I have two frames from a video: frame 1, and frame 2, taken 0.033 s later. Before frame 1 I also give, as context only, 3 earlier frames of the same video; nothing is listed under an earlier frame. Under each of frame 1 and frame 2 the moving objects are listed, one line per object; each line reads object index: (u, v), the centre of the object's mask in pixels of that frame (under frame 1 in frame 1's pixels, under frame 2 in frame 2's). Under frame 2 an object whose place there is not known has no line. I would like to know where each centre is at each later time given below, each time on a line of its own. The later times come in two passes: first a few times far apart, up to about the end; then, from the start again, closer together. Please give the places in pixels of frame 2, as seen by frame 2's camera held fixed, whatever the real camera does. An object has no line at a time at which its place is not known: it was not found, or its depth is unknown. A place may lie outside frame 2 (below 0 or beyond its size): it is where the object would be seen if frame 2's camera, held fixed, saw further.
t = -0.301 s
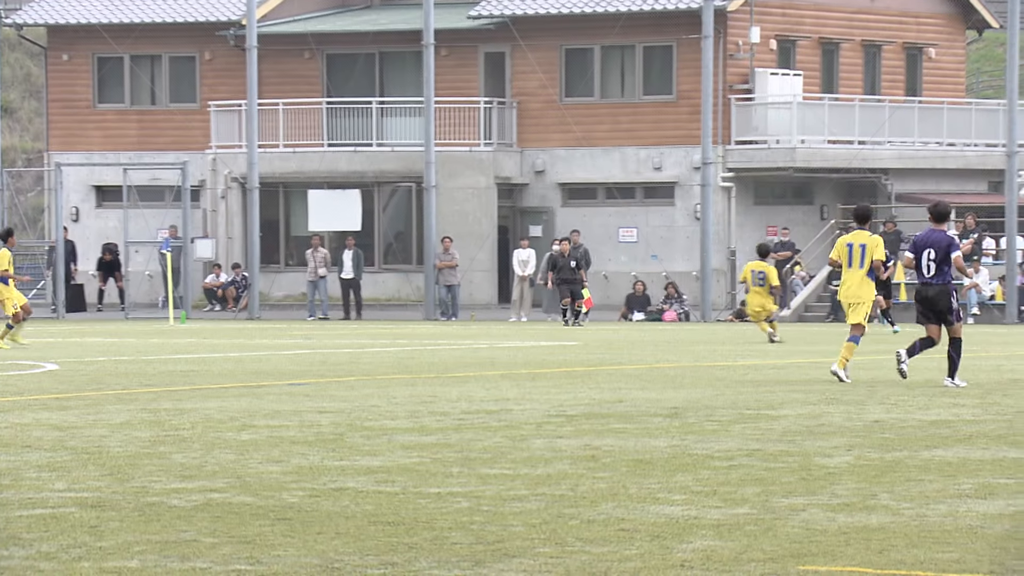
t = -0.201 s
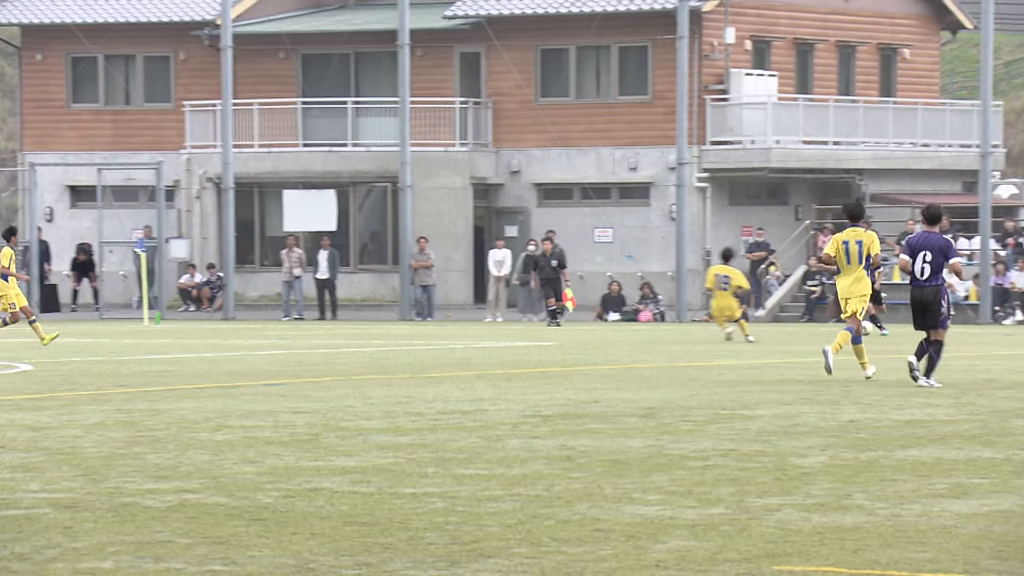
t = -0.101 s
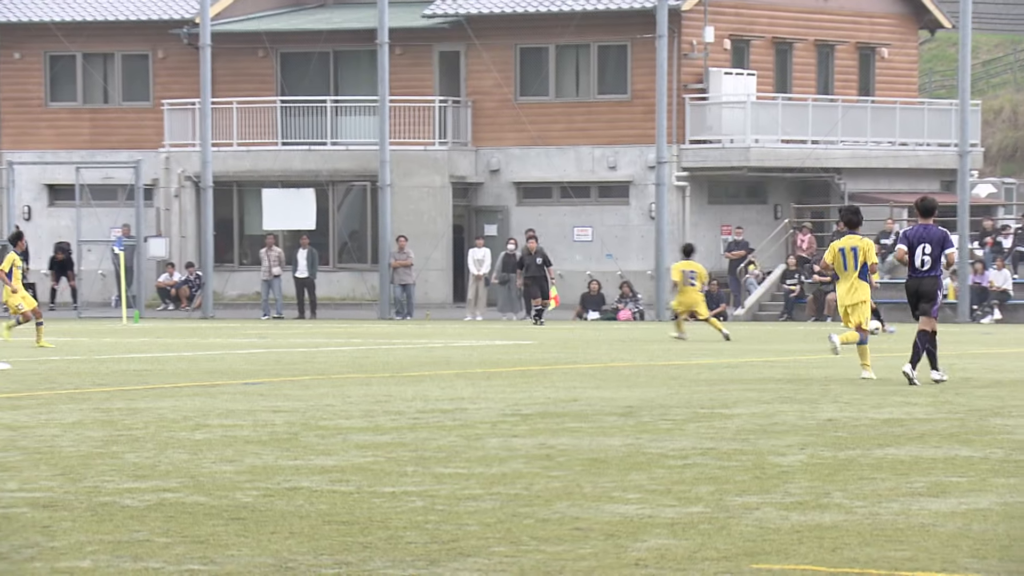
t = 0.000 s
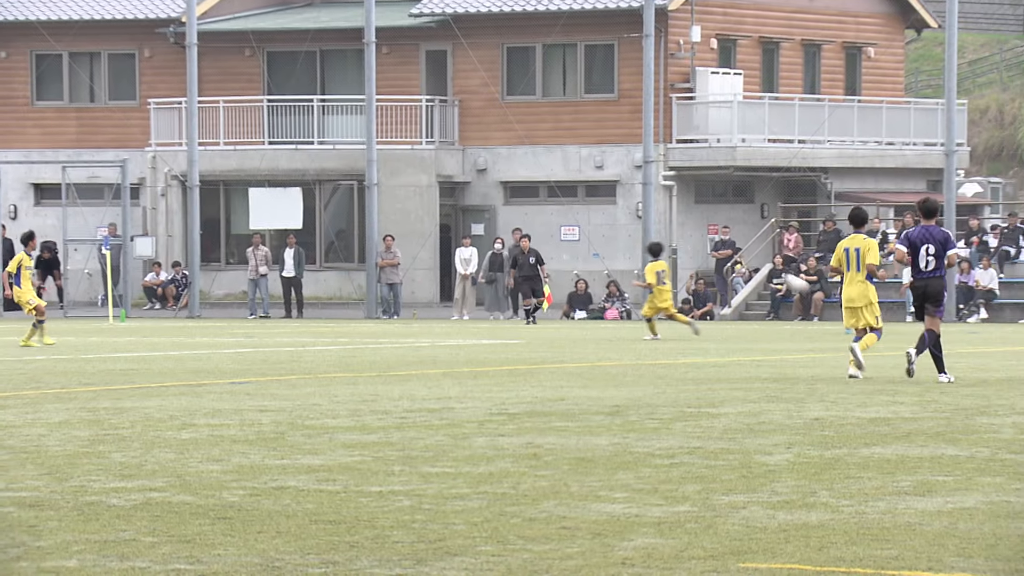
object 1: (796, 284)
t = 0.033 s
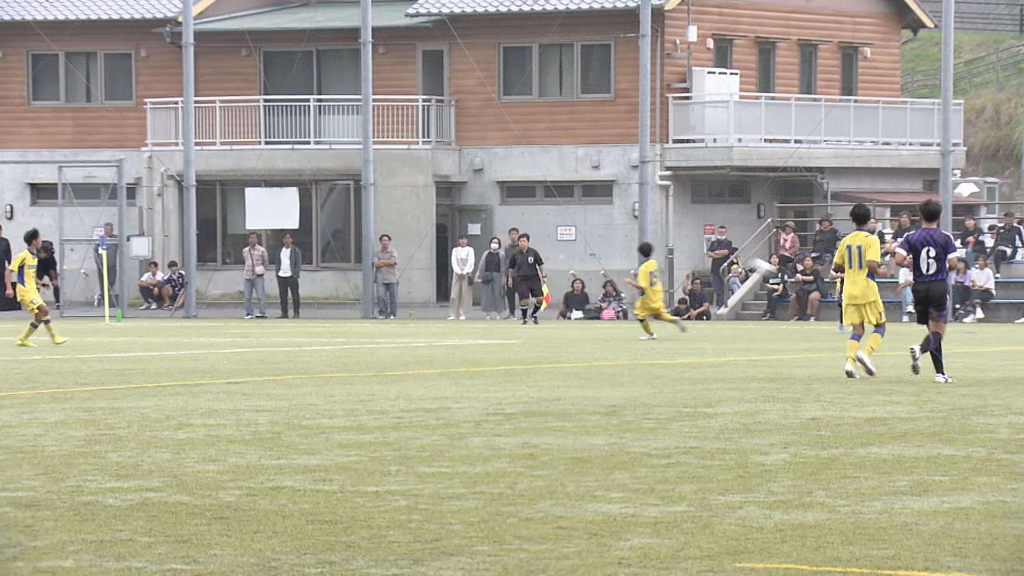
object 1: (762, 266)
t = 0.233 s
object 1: (581, 187)
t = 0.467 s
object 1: (351, 124)
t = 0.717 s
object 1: (84, 93)
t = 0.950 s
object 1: (-198, 108)
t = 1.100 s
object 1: (-404, 143)
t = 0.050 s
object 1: (748, 260)
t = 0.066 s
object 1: (732, 251)
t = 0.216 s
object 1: (596, 191)
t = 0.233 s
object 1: (581, 187)
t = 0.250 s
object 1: (565, 181)
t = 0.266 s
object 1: (550, 175)
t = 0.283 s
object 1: (533, 171)
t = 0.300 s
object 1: (517, 165)
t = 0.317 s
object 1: (502, 160)
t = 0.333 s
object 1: (485, 154)
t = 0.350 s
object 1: (468, 150)
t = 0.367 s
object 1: (452, 146)
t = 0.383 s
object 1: (436, 143)
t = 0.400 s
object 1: (419, 139)
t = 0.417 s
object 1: (401, 135)
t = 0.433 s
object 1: (385, 131)
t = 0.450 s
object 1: (369, 127)
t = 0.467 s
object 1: (351, 124)
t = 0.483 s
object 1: (334, 122)
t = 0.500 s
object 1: (317, 118)
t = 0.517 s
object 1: (300, 116)
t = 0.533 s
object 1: (283, 113)
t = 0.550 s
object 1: (266, 110)
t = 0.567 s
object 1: (248, 108)
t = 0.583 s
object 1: (231, 105)
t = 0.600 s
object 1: (213, 103)
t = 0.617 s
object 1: (195, 101)
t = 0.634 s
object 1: (177, 100)
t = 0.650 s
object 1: (158, 98)
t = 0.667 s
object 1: (140, 97)
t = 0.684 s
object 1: (122, 96)
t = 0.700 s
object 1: (103, 94)
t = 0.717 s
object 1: (84, 93)
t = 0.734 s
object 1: (66, 92)
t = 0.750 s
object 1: (47, 92)
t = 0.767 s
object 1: (27, 92)
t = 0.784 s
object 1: (8, 92)
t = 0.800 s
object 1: (-12, 93)
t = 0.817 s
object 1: (-31, 94)
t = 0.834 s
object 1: (-51, 94)
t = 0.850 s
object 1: (-72, 95)
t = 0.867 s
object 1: (-92, 96)
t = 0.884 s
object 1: (-112, 98)
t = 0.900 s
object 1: (-134, 101)
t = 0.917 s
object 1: (-155, 103)
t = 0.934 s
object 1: (-176, 105)
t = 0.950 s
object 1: (-198, 108)
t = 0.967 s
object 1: (-219, 111)
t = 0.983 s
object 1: (-242, 114)
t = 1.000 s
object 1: (-264, 117)
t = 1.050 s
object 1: (-332, 129)
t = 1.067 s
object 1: (-356, 133)
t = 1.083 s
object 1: (-380, 138)
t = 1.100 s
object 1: (-404, 143)
